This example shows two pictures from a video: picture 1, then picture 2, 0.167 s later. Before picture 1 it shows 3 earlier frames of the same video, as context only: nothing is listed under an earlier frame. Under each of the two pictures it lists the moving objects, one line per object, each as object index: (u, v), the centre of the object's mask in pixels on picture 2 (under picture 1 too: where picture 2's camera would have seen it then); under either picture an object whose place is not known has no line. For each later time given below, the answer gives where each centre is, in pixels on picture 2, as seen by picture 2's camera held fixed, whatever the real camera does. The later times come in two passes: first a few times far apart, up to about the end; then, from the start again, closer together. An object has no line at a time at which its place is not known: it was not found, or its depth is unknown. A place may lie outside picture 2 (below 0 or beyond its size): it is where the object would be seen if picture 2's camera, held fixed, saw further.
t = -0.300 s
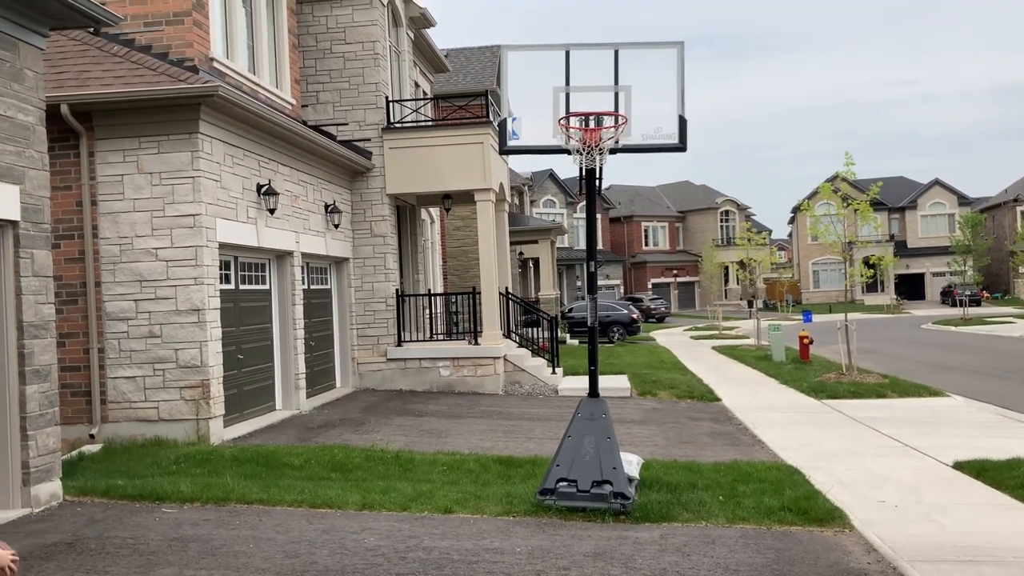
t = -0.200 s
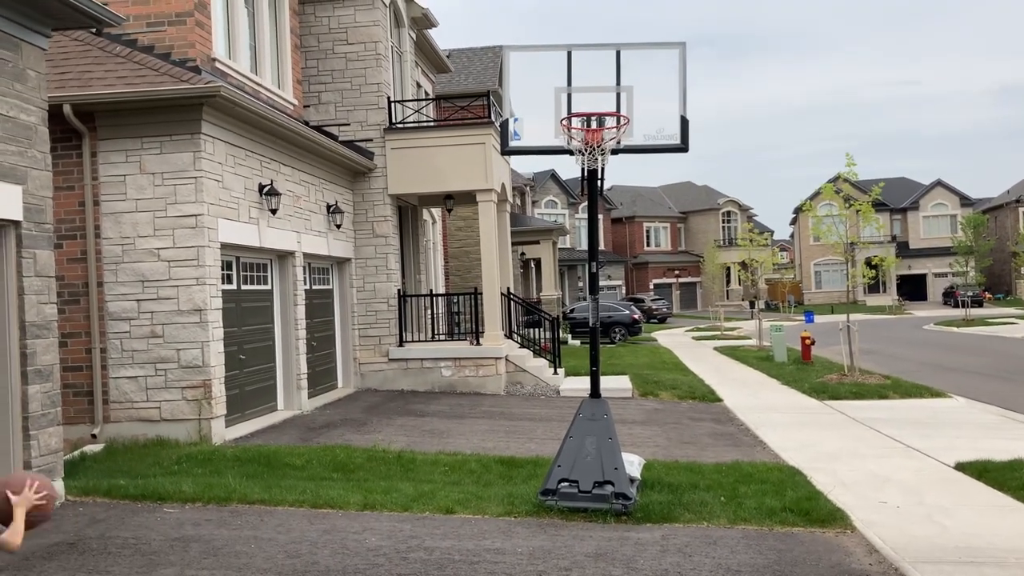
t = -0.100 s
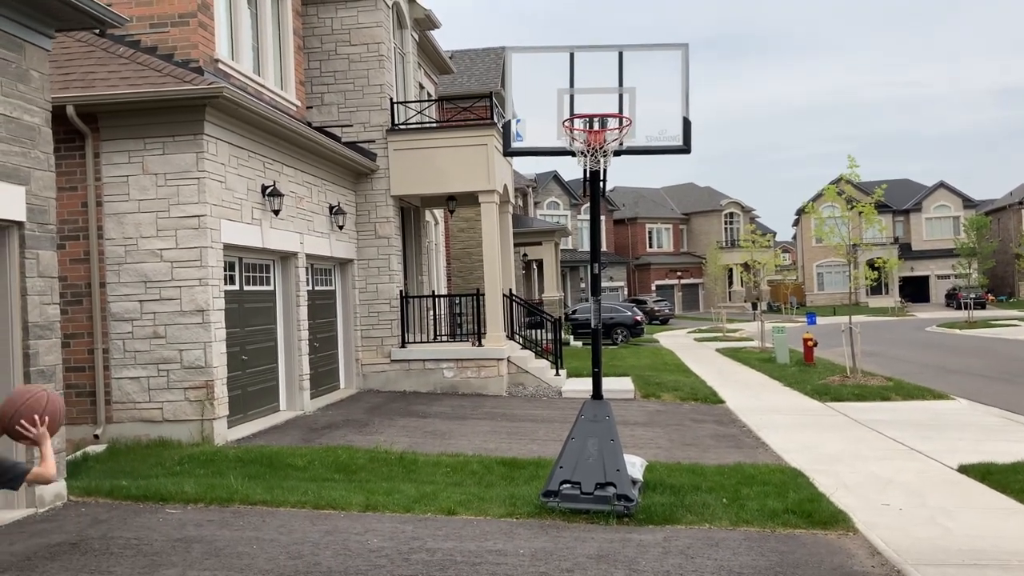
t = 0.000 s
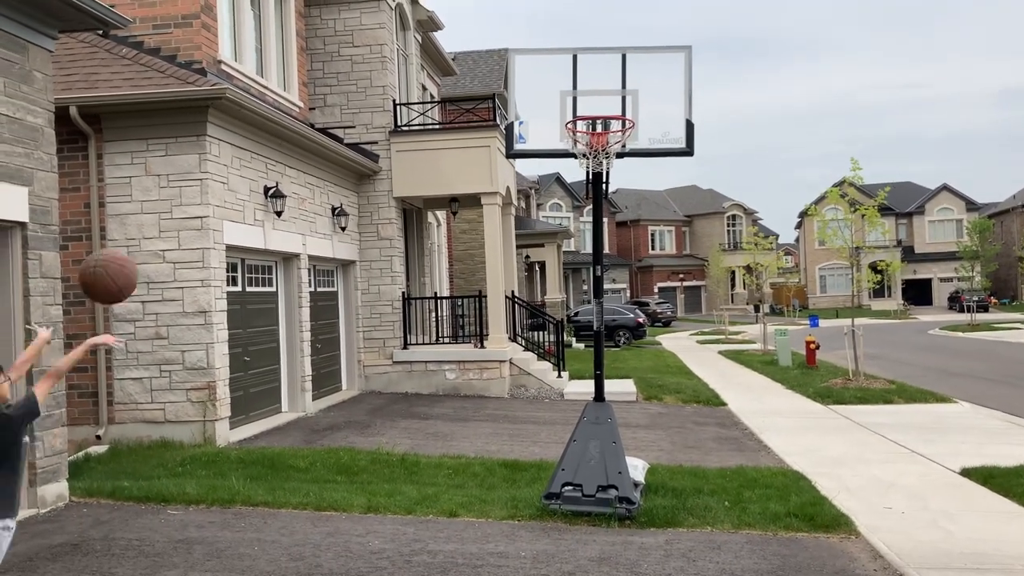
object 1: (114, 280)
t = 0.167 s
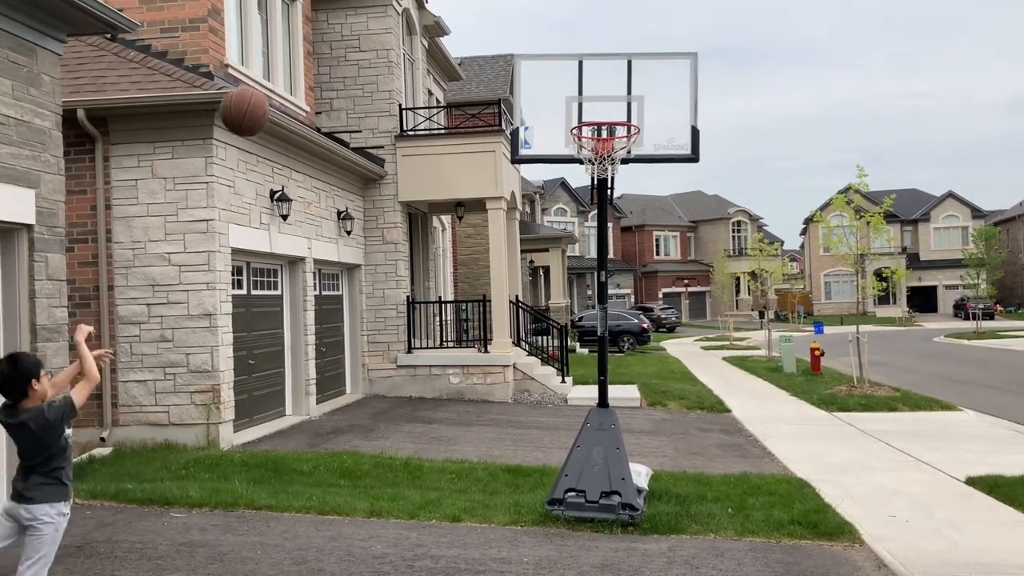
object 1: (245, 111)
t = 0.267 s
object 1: (310, 55)
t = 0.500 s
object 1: (434, 10)
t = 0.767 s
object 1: (541, 61)
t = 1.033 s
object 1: (606, 144)
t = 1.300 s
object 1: (612, 156)
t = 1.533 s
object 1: (605, 212)
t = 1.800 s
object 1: (602, 353)
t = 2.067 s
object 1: (594, 441)
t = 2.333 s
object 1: (565, 327)
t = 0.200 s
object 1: (268, 89)
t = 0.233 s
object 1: (289, 71)
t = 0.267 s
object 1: (310, 55)
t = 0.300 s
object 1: (330, 42)
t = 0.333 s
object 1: (349, 31)
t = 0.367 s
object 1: (367, 23)
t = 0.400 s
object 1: (385, 17)
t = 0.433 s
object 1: (402, 12)
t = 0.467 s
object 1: (418, 10)
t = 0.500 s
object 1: (434, 10)
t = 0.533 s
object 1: (449, 12)
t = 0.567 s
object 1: (464, 14)
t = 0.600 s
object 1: (478, 19)
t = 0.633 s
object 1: (492, 24)
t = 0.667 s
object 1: (505, 32)
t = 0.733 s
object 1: (529, 50)
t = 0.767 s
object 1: (541, 61)
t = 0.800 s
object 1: (553, 74)
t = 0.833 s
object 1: (564, 87)
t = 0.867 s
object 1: (575, 101)
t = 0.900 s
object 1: (582, 109)
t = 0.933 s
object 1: (587, 113)
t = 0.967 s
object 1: (594, 123)
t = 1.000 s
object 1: (600, 136)
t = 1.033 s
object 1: (606, 144)
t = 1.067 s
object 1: (608, 144)
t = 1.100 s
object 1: (611, 144)
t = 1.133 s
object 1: (612, 142)
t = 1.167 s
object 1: (614, 145)
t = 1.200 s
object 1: (613, 146)
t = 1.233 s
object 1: (613, 150)
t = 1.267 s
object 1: (612, 153)
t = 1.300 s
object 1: (612, 156)
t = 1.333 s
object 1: (610, 159)
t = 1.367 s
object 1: (610, 165)
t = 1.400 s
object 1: (609, 171)
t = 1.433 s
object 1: (608, 180)
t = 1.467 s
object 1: (608, 189)
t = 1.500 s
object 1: (606, 200)
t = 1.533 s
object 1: (605, 212)
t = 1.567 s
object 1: (605, 225)
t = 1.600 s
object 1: (604, 240)
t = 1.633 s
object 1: (604, 256)
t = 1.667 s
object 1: (604, 273)
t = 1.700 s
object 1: (602, 291)
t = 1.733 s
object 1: (602, 311)
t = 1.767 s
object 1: (603, 331)
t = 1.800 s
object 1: (602, 353)
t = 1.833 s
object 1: (602, 375)
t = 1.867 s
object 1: (602, 400)
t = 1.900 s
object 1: (602, 424)
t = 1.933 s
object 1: (602, 451)
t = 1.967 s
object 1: (602, 479)
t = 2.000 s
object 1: (600, 480)
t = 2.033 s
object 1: (597, 460)
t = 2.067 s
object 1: (594, 441)
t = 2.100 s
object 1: (590, 423)
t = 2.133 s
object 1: (586, 405)
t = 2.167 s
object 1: (582, 390)
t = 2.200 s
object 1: (578, 375)
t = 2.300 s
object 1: (569, 338)
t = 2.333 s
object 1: (565, 327)
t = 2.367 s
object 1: (562, 320)
